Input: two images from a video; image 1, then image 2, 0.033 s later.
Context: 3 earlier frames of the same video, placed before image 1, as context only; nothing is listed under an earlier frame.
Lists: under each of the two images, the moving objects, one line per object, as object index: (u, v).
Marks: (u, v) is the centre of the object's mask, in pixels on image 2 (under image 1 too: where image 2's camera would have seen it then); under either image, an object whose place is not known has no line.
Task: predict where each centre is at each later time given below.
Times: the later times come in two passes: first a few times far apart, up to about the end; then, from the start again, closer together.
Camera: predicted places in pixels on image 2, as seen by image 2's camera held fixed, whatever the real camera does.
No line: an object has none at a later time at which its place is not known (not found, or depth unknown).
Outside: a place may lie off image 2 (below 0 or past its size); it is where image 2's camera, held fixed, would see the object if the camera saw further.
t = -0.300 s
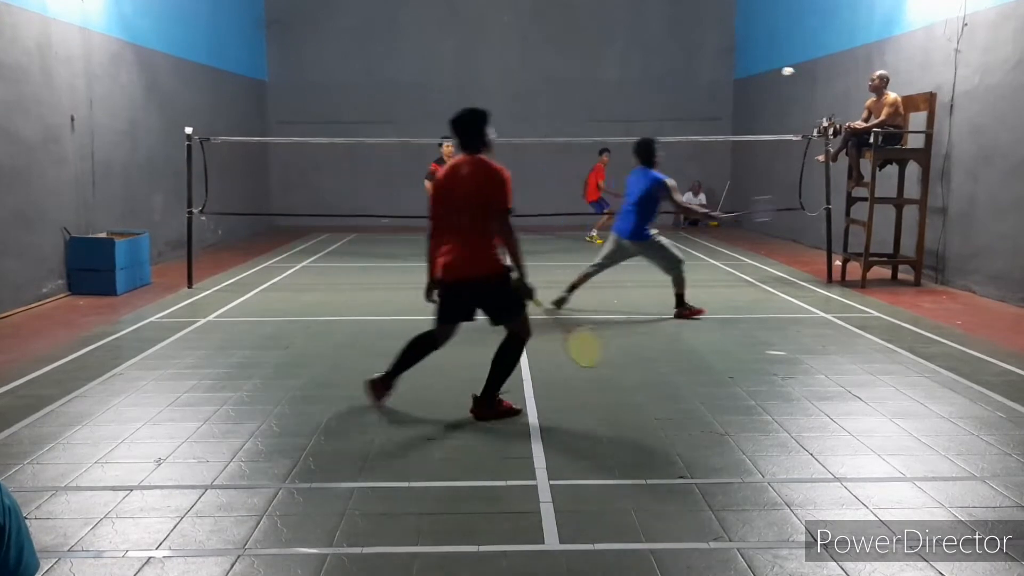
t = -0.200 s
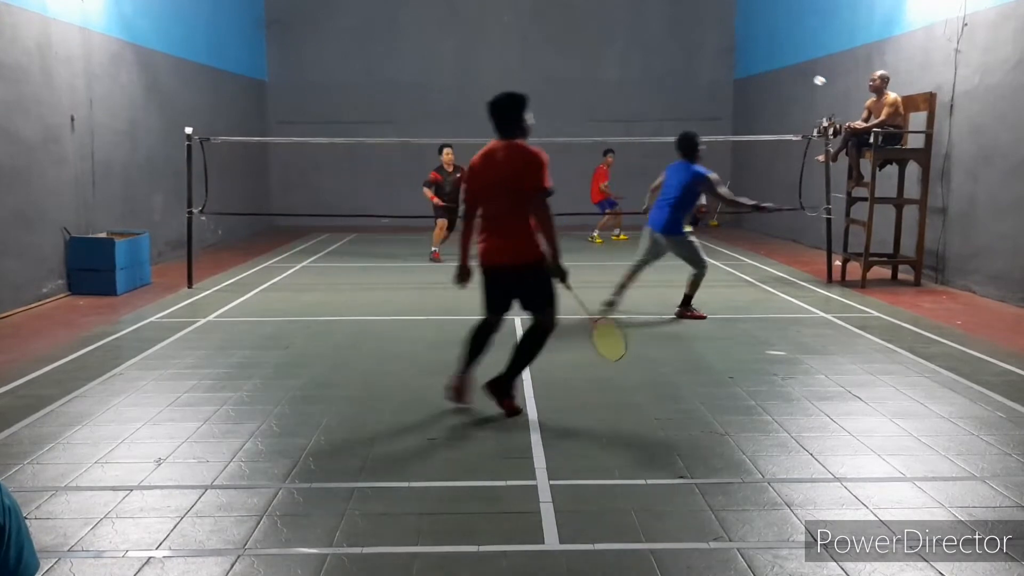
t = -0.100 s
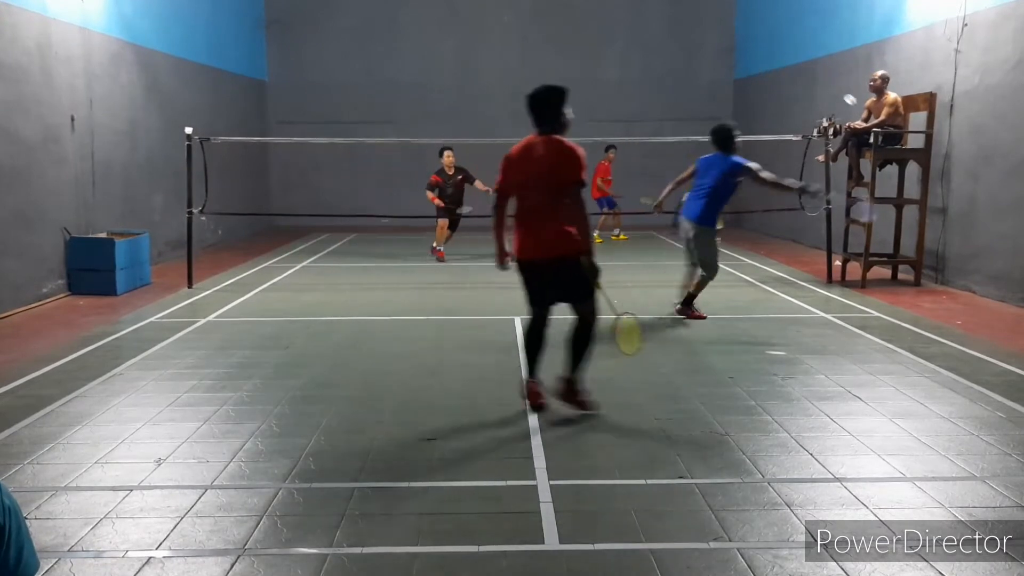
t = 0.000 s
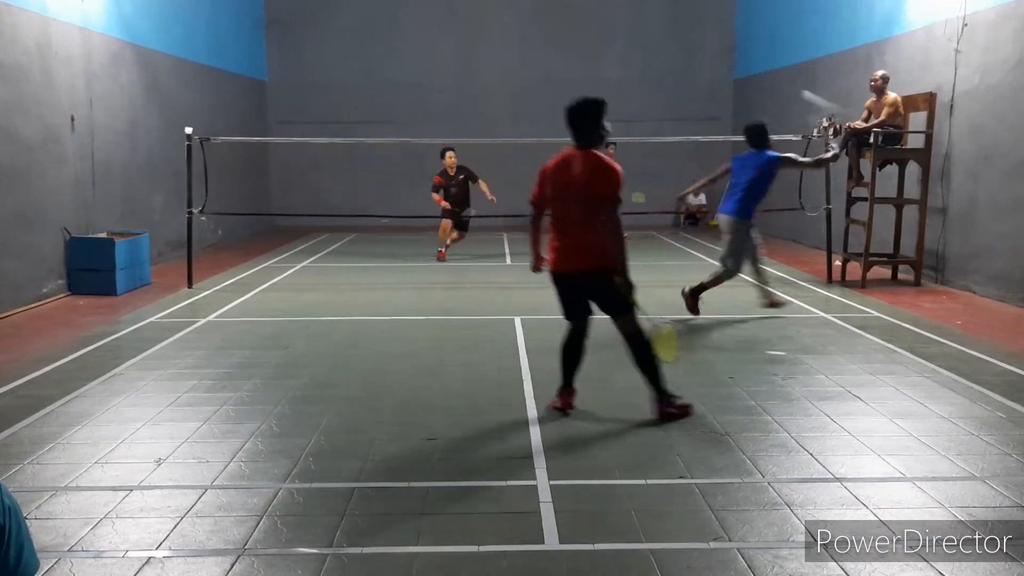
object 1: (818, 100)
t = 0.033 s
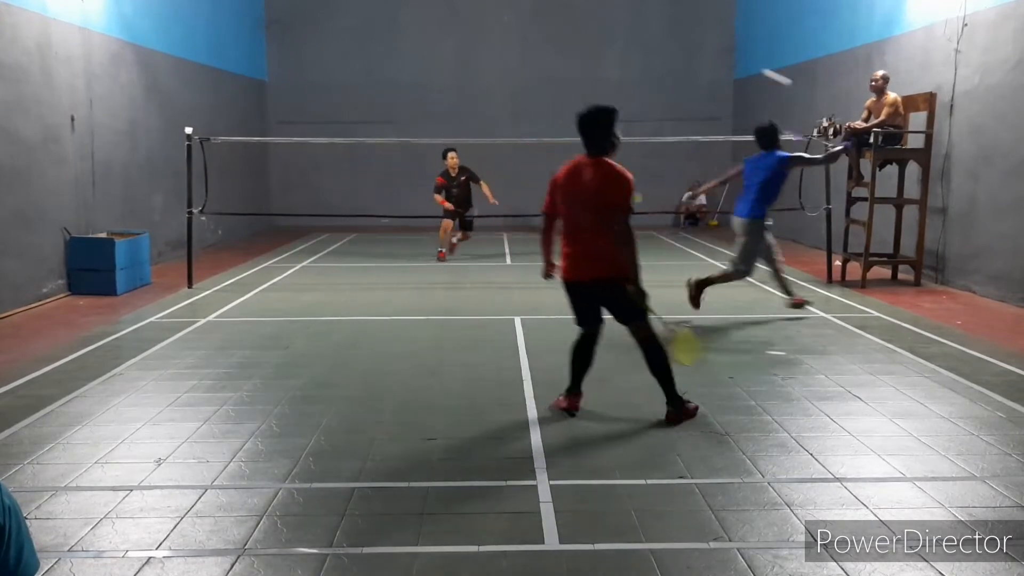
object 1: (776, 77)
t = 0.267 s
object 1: (626, 24)
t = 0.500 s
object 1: (570, 34)
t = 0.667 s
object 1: (546, 57)
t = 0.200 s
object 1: (652, 28)
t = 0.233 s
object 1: (638, 25)
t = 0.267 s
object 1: (626, 24)
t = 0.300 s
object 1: (616, 23)
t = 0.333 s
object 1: (606, 23)
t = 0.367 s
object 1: (597, 24)
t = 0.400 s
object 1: (589, 25)
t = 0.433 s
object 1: (582, 28)
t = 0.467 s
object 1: (576, 31)
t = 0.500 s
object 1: (570, 34)
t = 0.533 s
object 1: (565, 37)
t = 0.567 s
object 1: (559, 41)
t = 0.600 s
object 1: (555, 46)
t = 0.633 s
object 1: (550, 51)
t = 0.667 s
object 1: (546, 57)
